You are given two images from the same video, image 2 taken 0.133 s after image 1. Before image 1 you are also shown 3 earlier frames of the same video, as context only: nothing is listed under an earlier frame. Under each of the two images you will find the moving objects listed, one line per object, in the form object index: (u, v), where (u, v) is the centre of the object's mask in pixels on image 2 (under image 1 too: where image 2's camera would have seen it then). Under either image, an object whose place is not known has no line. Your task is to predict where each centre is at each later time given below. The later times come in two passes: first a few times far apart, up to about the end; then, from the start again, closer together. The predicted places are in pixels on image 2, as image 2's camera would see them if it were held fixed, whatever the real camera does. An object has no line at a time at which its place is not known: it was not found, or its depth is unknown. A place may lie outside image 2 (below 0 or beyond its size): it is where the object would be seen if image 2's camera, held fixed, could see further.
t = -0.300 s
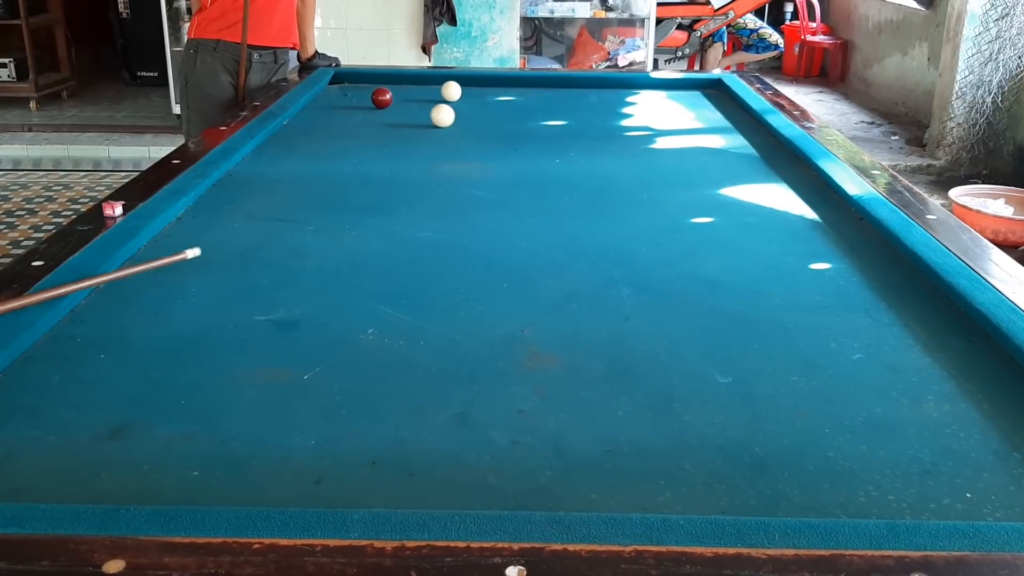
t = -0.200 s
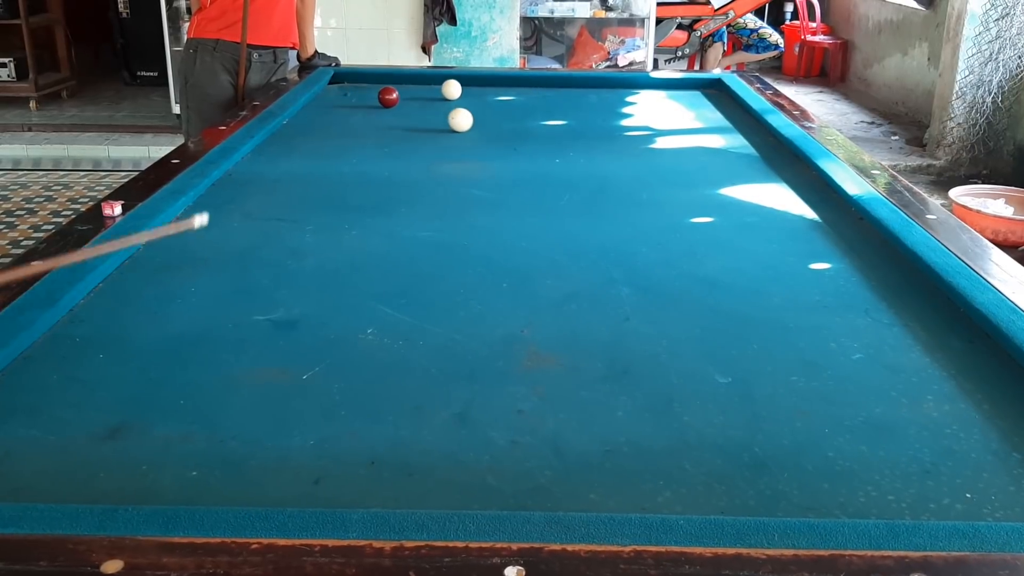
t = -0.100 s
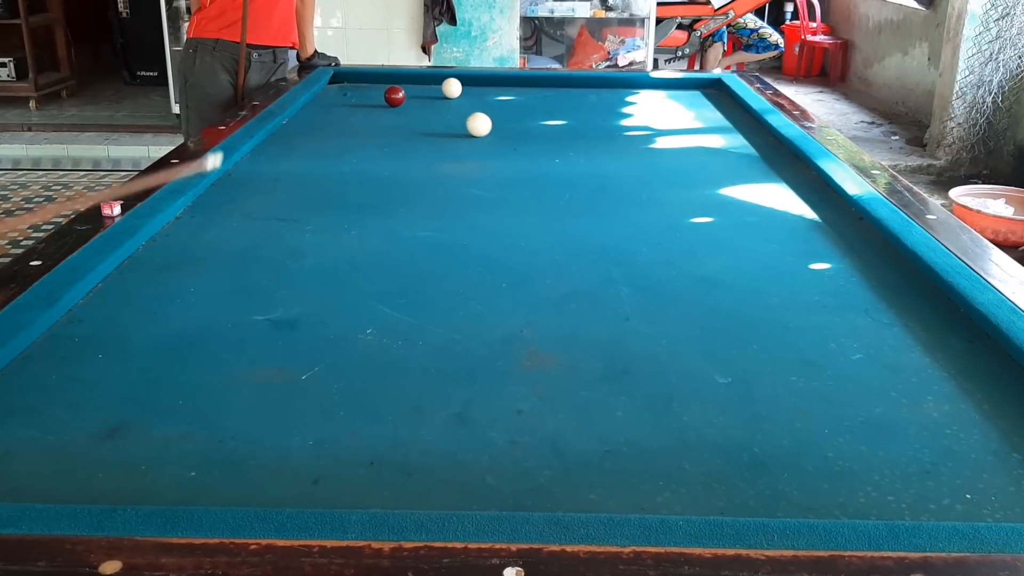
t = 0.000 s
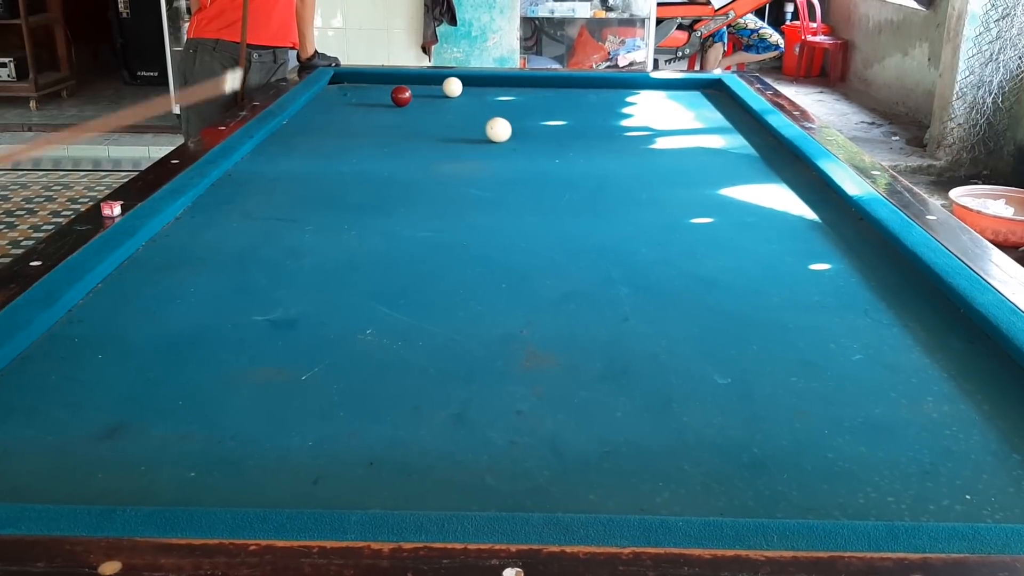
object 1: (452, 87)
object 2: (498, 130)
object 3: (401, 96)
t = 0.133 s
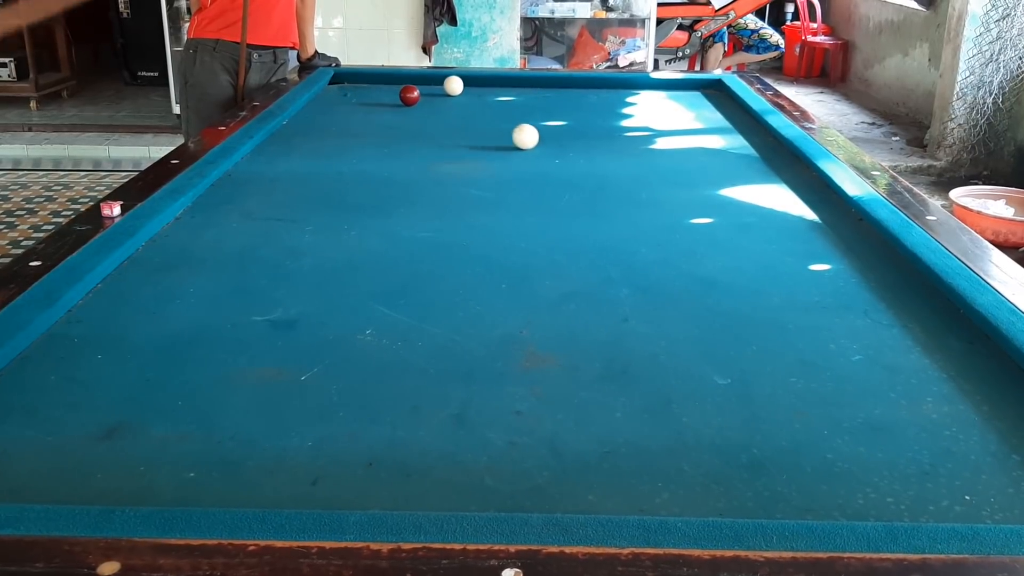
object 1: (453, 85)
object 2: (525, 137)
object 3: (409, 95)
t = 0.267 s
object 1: (454, 84)
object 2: (553, 143)
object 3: (417, 95)
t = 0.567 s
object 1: (457, 81)
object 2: (621, 159)
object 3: (434, 93)
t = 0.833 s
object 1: (456, 78)
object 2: (687, 174)
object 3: (448, 92)
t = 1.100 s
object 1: (449, 79)
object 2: (758, 190)
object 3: (461, 91)
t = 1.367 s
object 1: (445, 81)
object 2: (836, 209)
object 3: (473, 90)
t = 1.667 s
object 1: (442, 82)
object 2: (827, 222)
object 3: (485, 88)
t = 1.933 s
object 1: (440, 82)
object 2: (805, 232)
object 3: (496, 88)
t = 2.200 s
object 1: (440, 83)
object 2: (783, 242)
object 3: (505, 87)
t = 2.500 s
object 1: (440, 83)
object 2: (759, 254)
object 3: (515, 86)
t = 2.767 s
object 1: (440, 83)
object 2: (736, 264)
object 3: (522, 86)
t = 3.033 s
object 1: (439, 83)
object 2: (713, 276)
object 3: (528, 86)
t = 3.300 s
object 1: (439, 83)
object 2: (689, 287)
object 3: (534, 85)
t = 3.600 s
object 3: (538, 85)
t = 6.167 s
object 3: (547, 84)
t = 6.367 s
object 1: (439, 82)
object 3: (547, 84)
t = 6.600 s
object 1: (439, 82)
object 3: (548, 84)
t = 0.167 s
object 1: (454, 85)
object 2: (532, 138)
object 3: (411, 95)
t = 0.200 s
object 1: (454, 85)
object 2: (539, 140)
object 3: (414, 95)
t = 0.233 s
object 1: (454, 84)
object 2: (546, 141)
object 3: (416, 95)
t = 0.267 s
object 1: (454, 84)
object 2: (553, 143)
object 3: (417, 95)
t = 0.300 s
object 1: (455, 83)
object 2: (561, 145)
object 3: (419, 94)
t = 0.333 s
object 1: (455, 83)
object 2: (568, 146)
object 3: (421, 94)
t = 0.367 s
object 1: (455, 83)
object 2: (575, 148)
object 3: (423, 94)
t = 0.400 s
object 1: (455, 82)
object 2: (583, 150)
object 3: (425, 94)
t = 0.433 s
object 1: (456, 82)
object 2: (590, 152)
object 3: (427, 94)
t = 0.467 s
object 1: (456, 81)
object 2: (598, 154)
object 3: (429, 93)
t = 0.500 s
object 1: (456, 81)
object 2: (605, 155)
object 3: (431, 93)
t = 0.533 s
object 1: (457, 81)
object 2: (613, 157)
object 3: (433, 93)
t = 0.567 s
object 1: (457, 81)
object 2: (621, 159)
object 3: (434, 93)
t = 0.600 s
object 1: (457, 80)
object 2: (629, 161)
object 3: (436, 93)
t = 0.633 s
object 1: (458, 80)
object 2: (637, 163)
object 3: (438, 93)
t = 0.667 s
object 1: (458, 79)
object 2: (645, 164)
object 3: (440, 92)
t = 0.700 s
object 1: (458, 79)
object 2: (653, 166)
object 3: (441, 92)
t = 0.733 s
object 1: (458, 79)
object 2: (661, 168)
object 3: (443, 92)
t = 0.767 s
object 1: (458, 79)
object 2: (670, 170)
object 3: (445, 92)
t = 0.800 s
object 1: (457, 79)
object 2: (678, 172)
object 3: (446, 92)
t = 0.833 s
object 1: (456, 78)
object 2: (687, 174)
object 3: (448, 92)
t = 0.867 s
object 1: (456, 78)
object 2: (695, 176)
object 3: (450, 92)
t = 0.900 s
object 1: (455, 77)
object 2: (704, 178)
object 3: (451, 92)
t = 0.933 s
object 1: (453, 77)
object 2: (713, 180)
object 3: (453, 91)
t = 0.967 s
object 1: (452, 77)
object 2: (721, 182)
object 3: (455, 91)
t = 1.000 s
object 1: (451, 77)
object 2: (730, 184)
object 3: (456, 91)
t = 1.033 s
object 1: (450, 78)
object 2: (739, 186)
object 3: (458, 91)
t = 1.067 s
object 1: (449, 79)
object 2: (749, 188)
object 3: (459, 91)
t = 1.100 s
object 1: (449, 79)
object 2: (758, 190)
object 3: (461, 91)
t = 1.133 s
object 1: (448, 80)
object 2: (766, 192)
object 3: (463, 91)
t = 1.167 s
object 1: (448, 80)
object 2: (778, 195)
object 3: (464, 90)
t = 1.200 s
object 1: (448, 81)
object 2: (788, 197)
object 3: (465, 90)
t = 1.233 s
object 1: (447, 81)
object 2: (798, 200)
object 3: (467, 90)
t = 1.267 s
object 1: (446, 81)
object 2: (808, 202)
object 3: (468, 90)
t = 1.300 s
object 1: (446, 81)
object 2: (817, 204)
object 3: (470, 90)
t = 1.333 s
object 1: (445, 81)
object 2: (827, 207)
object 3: (471, 90)
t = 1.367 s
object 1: (445, 81)
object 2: (836, 209)
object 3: (473, 90)
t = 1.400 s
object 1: (445, 81)
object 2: (846, 212)
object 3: (474, 89)
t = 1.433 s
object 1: (444, 81)
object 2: (845, 213)
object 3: (476, 89)
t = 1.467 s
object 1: (444, 81)
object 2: (843, 214)
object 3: (477, 89)
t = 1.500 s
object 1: (443, 81)
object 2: (840, 215)
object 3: (479, 89)
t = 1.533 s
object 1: (443, 81)
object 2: (838, 217)
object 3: (480, 89)
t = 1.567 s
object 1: (442, 82)
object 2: (835, 218)
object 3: (481, 89)
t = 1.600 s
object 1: (442, 82)
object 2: (832, 219)
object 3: (483, 89)
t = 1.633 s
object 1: (442, 82)
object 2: (830, 221)
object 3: (484, 89)
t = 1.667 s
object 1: (442, 82)
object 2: (827, 222)
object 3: (485, 88)
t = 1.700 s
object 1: (441, 82)
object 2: (824, 223)
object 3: (487, 88)
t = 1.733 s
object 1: (441, 82)
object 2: (822, 224)
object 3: (488, 88)
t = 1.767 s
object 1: (441, 82)
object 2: (819, 225)
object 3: (490, 88)
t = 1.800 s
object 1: (441, 82)
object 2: (816, 227)
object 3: (491, 88)
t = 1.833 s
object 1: (441, 82)
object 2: (813, 228)
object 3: (492, 88)
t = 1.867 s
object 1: (440, 82)
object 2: (810, 229)
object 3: (493, 88)
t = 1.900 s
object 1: (440, 82)
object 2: (808, 230)
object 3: (494, 88)
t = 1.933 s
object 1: (440, 82)
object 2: (805, 232)
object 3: (496, 88)
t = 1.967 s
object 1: (440, 83)
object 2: (802, 233)
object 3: (497, 88)
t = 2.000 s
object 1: (440, 83)
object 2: (800, 234)
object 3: (498, 87)
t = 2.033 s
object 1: (440, 83)
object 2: (797, 235)
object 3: (499, 87)
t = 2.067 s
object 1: (440, 83)
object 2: (794, 236)
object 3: (501, 87)
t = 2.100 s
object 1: (440, 83)
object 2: (791, 238)
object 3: (502, 87)
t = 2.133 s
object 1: (440, 83)
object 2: (788, 239)
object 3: (503, 87)
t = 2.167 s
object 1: (440, 83)
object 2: (786, 241)
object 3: (504, 87)
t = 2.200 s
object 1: (440, 83)
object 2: (783, 242)
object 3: (505, 87)
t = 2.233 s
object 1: (440, 83)
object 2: (780, 243)
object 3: (506, 87)
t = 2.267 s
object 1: (440, 83)
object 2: (778, 244)
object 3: (508, 87)
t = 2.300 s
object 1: (440, 83)
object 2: (775, 246)
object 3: (509, 87)
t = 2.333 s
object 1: (440, 83)
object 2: (772, 247)
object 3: (510, 87)
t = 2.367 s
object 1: (440, 83)
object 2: (770, 248)
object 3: (511, 87)
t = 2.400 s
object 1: (440, 83)
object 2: (767, 249)
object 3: (512, 87)
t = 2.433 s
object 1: (440, 83)
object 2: (764, 251)
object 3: (513, 87)
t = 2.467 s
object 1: (440, 83)
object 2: (761, 252)
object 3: (514, 87)
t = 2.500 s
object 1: (440, 83)
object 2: (759, 254)
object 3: (515, 86)
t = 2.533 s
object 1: (440, 83)
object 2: (756, 255)
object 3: (516, 86)
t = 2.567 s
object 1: (440, 83)
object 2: (753, 256)
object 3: (517, 86)
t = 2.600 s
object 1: (440, 83)
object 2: (750, 257)
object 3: (518, 86)
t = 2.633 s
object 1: (440, 83)
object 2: (748, 259)
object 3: (519, 86)
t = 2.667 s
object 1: (440, 83)
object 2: (744, 260)
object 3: (520, 86)
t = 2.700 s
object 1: (440, 83)
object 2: (742, 262)
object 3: (520, 86)
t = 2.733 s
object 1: (440, 83)
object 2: (739, 263)
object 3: (521, 86)
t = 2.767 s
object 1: (440, 83)
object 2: (736, 264)
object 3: (522, 86)
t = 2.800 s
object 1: (440, 83)
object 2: (733, 266)
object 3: (523, 86)
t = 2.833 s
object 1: (440, 83)
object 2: (730, 267)
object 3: (524, 86)
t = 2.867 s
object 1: (440, 83)
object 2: (727, 269)
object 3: (525, 86)
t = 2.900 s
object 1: (440, 83)
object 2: (724, 270)
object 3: (525, 86)
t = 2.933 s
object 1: (440, 83)
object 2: (722, 272)
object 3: (526, 86)
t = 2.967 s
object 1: (440, 83)
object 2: (719, 273)
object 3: (527, 86)
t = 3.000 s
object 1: (439, 83)
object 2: (716, 274)
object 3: (528, 86)
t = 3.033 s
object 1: (439, 83)
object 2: (713, 276)
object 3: (528, 86)
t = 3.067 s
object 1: (439, 83)
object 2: (710, 277)
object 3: (529, 86)
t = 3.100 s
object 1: (439, 83)
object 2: (707, 279)
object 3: (530, 86)
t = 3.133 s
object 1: (439, 83)
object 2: (704, 280)
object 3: (531, 86)
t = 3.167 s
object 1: (439, 83)
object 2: (701, 281)
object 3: (531, 86)
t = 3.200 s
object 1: (439, 83)
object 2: (698, 283)
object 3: (532, 86)
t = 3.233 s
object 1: (439, 83)
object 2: (695, 284)
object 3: (532, 86)
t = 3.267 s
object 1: (439, 83)
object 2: (692, 285)
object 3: (533, 86)
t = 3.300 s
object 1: (439, 83)
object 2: (689, 287)
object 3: (534, 85)
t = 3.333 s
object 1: (439, 83)
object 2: (686, 288)
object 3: (534, 85)
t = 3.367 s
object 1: (439, 83)
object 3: (535, 85)
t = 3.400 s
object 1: (439, 83)
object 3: (535, 85)
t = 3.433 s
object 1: (439, 83)
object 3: (536, 85)
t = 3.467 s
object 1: (439, 83)
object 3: (536, 85)
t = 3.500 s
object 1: (439, 83)
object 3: (537, 85)
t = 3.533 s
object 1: (439, 83)
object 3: (537, 85)
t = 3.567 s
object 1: (439, 83)
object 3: (538, 85)
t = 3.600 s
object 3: (538, 85)
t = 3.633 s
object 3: (539, 85)
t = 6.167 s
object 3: (547, 84)
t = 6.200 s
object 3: (547, 83)
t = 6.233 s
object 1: (438, 82)
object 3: (547, 83)
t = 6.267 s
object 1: (438, 82)
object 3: (547, 83)
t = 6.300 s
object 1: (439, 82)
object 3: (547, 84)
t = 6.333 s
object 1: (439, 83)
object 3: (547, 84)
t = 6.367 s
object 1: (439, 82)
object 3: (547, 84)
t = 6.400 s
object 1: (439, 82)
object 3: (547, 84)
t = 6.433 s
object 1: (439, 82)
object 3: (548, 84)
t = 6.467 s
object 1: (439, 82)
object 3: (548, 84)
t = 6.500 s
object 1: (439, 83)
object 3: (548, 84)
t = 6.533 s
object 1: (439, 83)
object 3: (548, 84)
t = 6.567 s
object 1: (439, 82)
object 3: (548, 84)
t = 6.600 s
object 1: (439, 82)
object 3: (548, 84)
